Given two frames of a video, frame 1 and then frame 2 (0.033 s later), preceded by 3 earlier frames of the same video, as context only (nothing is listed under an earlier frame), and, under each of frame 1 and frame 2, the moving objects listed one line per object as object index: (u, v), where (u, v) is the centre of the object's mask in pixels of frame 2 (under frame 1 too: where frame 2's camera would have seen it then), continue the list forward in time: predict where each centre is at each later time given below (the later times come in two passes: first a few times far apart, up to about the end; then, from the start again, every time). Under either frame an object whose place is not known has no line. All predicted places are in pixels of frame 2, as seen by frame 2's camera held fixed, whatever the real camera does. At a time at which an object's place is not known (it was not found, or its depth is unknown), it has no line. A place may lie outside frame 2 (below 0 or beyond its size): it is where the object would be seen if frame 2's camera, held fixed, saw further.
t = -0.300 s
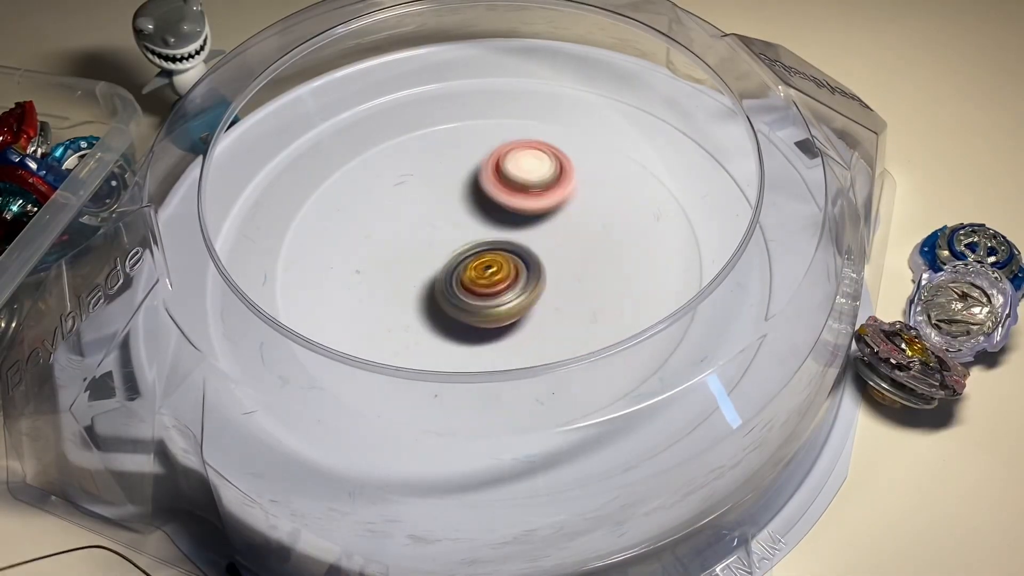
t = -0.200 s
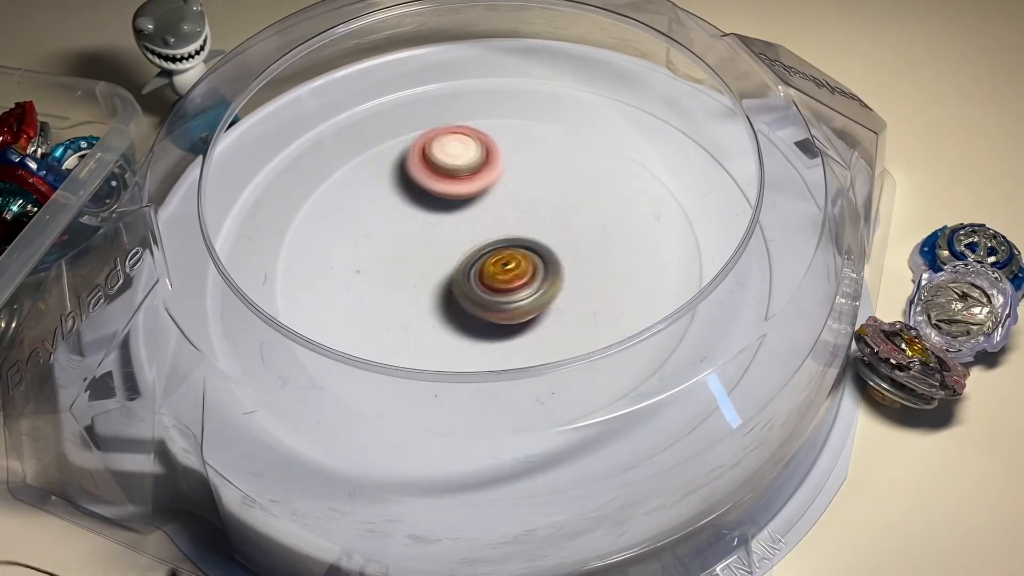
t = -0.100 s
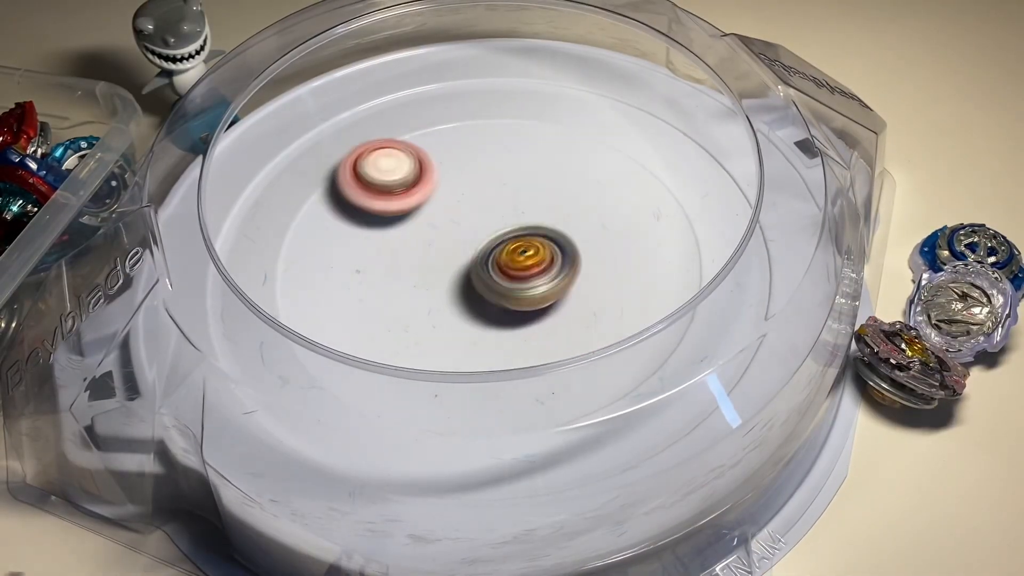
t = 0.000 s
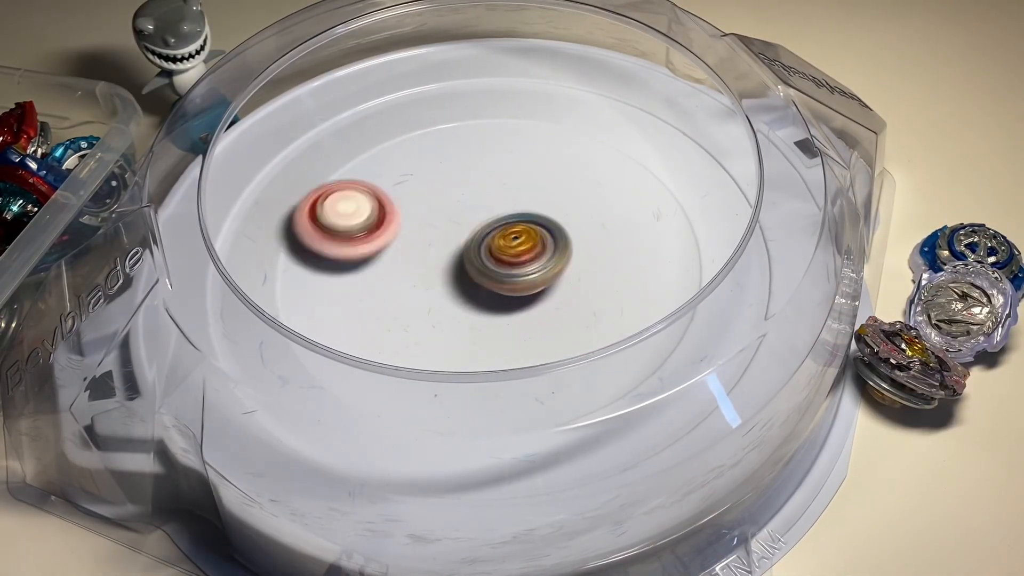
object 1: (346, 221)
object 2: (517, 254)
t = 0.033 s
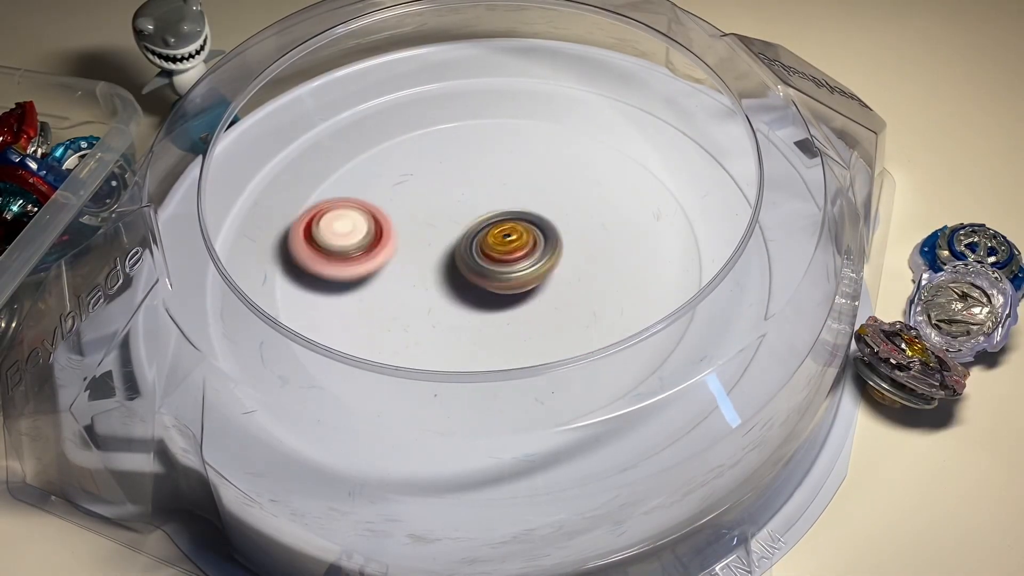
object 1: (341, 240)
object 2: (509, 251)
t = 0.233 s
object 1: (322, 384)
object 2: (533, 224)
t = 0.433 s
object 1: (357, 444)
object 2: (552, 188)
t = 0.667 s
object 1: (494, 337)
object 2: (447, 243)
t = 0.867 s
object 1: (592, 235)
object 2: (415, 254)
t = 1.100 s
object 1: (488, 177)
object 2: (490, 269)
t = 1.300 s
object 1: (385, 237)
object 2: (511, 241)
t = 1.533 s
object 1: (457, 316)
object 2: (462, 223)
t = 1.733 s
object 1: (556, 293)
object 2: (459, 249)
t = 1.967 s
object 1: (583, 223)
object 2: (449, 244)
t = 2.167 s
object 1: (668, 172)
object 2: (340, 252)
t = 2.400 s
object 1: (524, 212)
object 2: (440, 294)
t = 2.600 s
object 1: (440, 234)
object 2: (513, 300)
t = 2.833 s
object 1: (447, 246)
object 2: (559, 272)
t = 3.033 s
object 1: (416, 264)
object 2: (613, 228)
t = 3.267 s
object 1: (448, 311)
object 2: (553, 179)
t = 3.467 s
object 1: (409, 334)
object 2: (519, 158)
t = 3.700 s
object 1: (487, 291)
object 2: (465, 207)
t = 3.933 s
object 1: (479, 283)
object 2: (472, 201)
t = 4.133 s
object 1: (425, 299)
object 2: (490, 168)
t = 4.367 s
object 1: (442, 287)
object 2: (491, 165)
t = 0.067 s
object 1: (343, 260)
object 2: (497, 251)
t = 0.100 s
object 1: (351, 281)
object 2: (486, 253)
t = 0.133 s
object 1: (368, 300)
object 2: (474, 257)
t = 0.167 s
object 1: (371, 320)
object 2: (478, 254)
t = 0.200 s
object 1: (343, 354)
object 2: (507, 240)
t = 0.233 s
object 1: (322, 384)
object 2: (533, 224)
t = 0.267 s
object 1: (306, 420)
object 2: (550, 211)
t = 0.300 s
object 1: (297, 435)
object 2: (562, 200)
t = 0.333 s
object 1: (297, 453)
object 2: (568, 194)
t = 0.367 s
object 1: (318, 452)
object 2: (569, 188)
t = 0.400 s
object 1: (337, 445)
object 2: (563, 187)
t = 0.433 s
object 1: (357, 444)
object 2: (552, 188)
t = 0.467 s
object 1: (378, 431)
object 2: (538, 191)
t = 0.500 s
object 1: (398, 421)
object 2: (521, 196)
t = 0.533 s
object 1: (417, 408)
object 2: (503, 203)
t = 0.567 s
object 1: (435, 397)
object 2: (486, 210)
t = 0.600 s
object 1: (454, 380)
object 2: (471, 220)
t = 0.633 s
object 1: (474, 361)
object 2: (458, 230)
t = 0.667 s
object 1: (494, 337)
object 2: (447, 243)
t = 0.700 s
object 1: (513, 319)
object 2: (438, 253)
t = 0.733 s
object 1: (540, 307)
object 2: (423, 250)
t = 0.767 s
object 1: (564, 291)
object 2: (413, 248)
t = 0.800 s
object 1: (580, 273)
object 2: (410, 248)
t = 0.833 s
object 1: (590, 254)
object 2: (410, 250)
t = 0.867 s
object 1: (592, 235)
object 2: (415, 254)
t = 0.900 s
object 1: (590, 218)
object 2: (424, 259)
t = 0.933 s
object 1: (580, 203)
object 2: (435, 264)
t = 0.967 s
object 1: (567, 191)
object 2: (447, 268)
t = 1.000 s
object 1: (550, 182)
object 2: (459, 271)
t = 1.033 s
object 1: (530, 176)
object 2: (470, 272)
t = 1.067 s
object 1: (510, 175)
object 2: (482, 272)
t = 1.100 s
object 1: (488, 177)
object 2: (490, 269)
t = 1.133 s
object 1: (467, 182)
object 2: (498, 265)
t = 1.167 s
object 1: (447, 190)
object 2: (504, 261)
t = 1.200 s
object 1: (428, 201)
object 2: (507, 254)
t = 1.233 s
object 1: (411, 212)
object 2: (511, 250)
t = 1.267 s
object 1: (395, 224)
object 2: (513, 246)
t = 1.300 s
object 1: (385, 237)
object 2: (511, 241)
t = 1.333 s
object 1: (381, 251)
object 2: (508, 235)
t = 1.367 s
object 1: (382, 266)
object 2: (503, 231)
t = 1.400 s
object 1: (390, 280)
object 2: (493, 227)
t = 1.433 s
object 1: (402, 291)
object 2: (484, 226)
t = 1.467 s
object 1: (420, 301)
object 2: (475, 225)
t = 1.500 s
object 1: (439, 308)
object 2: (467, 225)
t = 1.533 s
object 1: (457, 316)
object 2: (462, 223)
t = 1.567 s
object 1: (478, 323)
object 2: (459, 221)
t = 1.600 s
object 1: (498, 324)
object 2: (457, 223)
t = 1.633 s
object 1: (517, 323)
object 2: (456, 228)
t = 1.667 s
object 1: (534, 315)
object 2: (456, 234)
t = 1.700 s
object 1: (547, 306)
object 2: (457, 242)
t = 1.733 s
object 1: (556, 293)
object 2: (459, 249)
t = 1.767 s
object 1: (569, 282)
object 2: (454, 249)
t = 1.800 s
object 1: (584, 275)
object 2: (449, 247)
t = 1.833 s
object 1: (590, 264)
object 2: (448, 245)
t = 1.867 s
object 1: (592, 253)
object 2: (450, 243)
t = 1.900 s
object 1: (587, 243)
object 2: (455, 243)
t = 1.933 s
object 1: (577, 233)
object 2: (462, 244)
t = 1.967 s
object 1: (583, 223)
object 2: (449, 244)
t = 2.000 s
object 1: (614, 210)
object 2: (414, 242)
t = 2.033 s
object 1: (639, 199)
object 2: (385, 240)
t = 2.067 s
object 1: (656, 189)
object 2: (364, 240)
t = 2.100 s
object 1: (668, 181)
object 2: (350, 243)
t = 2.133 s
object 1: (672, 176)
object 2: (342, 247)
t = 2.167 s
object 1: (668, 172)
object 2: (340, 252)
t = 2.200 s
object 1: (658, 172)
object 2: (342, 259)
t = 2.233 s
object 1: (642, 174)
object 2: (350, 267)
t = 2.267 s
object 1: (623, 178)
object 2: (361, 275)
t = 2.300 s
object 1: (600, 184)
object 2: (377, 282)
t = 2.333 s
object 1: (576, 192)
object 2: (395, 288)
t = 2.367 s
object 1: (551, 201)
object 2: (416, 292)
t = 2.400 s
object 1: (524, 212)
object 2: (440, 294)
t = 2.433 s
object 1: (499, 220)
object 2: (463, 293)
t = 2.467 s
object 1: (478, 221)
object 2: (478, 292)
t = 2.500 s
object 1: (465, 227)
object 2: (488, 302)
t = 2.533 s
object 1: (455, 230)
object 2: (497, 302)
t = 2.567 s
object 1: (447, 236)
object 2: (503, 299)
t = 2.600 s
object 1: (440, 234)
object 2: (513, 300)
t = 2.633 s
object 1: (432, 227)
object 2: (527, 305)
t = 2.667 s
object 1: (427, 220)
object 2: (537, 306)
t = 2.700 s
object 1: (426, 219)
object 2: (545, 303)
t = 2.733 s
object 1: (427, 221)
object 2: (551, 298)
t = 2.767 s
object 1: (430, 228)
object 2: (555, 290)
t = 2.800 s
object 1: (437, 237)
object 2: (558, 281)
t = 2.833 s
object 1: (447, 246)
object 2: (559, 272)
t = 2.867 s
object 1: (448, 254)
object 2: (567, 264)
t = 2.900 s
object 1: (435, 253)
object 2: (589, 257)
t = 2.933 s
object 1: (424, 254)
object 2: (605, 250)
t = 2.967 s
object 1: (417, 255)
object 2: (613, 243)
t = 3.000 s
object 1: (414, 260)
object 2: (616, 236)
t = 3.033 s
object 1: (416, 264)
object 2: (613, 228)
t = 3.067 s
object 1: (423, 269)
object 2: (606, 222)
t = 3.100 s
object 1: (432, 276)
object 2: (596, 217)
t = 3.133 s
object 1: (444, 280)
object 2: (582, 213)
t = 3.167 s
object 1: (459, 283)
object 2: (566, 210)
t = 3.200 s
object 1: (475, 285)
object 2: (546, 210)
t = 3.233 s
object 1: (468, 294)
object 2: (546, 198)
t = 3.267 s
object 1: (448, 311)
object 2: (553, 179)
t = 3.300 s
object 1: (429, 322)
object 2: (557, 165)
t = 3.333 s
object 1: (416, 328)
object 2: (555, 157)
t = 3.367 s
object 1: (408, 332)
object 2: (550, 151)
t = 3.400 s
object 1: (405, 333)
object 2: (541, 149)
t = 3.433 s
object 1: (405, 334)
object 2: (530, 152)
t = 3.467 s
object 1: (409, 334)
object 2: (519, 158)
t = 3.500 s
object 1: (417, 332)
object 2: (509, 165)
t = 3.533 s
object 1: (428, 329)
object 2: (497, 175)
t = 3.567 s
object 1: (441, 322)
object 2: (485, 186)
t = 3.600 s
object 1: (456, 312)
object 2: (474, 199)
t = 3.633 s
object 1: (470, 301)
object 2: (464, 214)
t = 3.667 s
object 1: (481, 293)
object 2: (463, 214)
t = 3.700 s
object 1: (487, 291)
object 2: (465, 207)
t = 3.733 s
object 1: (491, 289)
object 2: (467, 211)
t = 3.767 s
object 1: (492, 291)
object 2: (471, 203)
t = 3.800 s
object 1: (492, 292)
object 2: (473, 198)
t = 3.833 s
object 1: (490, 291)
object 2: (473, 196)
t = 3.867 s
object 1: (488, 290)
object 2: (474, 196)
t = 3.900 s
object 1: (484, 287)
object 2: (473, 198)
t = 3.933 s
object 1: (479, 283)
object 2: (472, 201)
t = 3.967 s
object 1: (467, 288)
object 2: (479, 192)
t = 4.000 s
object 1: (454, 296)
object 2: (486, 182)
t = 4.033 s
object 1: (442, 301)
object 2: (489, 176)
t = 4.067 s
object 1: (433, 302)
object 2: (492, 172)
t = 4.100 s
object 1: (427, 301)
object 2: (491, 169)
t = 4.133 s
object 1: (425, 299)
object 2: (490, 168)
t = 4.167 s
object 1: (426, 296)
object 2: (487, 170)
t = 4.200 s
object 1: (428, 291)
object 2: (483, 171)
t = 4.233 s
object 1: (433, 286)
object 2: (479, 175)
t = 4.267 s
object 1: (441, 280)
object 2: (475, 179)
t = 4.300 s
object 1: (450, 274)
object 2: (471, 184)
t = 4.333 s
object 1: (450, 275)
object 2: (477, 179)
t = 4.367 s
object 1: (442, 287)
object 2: (491, 165)
